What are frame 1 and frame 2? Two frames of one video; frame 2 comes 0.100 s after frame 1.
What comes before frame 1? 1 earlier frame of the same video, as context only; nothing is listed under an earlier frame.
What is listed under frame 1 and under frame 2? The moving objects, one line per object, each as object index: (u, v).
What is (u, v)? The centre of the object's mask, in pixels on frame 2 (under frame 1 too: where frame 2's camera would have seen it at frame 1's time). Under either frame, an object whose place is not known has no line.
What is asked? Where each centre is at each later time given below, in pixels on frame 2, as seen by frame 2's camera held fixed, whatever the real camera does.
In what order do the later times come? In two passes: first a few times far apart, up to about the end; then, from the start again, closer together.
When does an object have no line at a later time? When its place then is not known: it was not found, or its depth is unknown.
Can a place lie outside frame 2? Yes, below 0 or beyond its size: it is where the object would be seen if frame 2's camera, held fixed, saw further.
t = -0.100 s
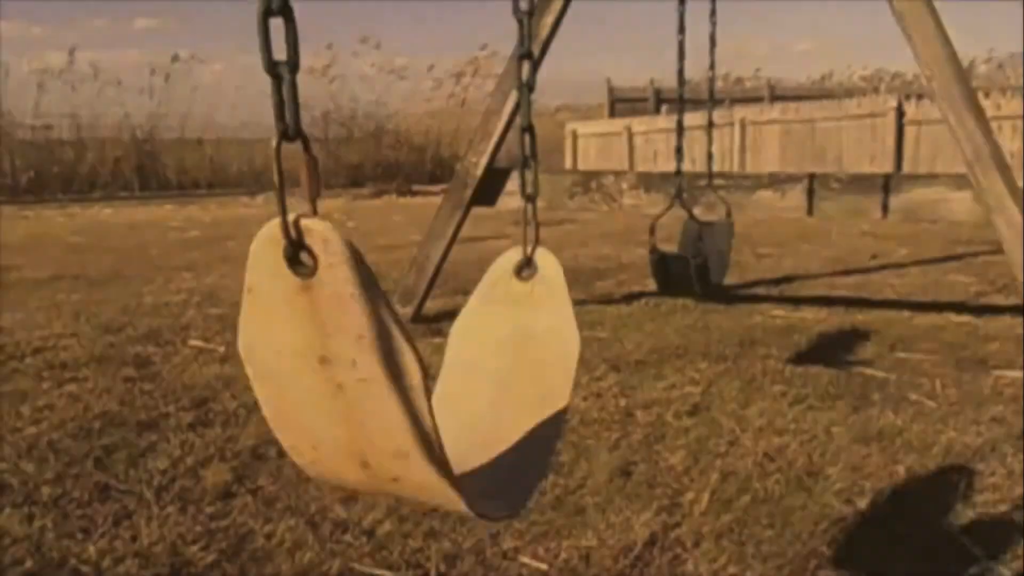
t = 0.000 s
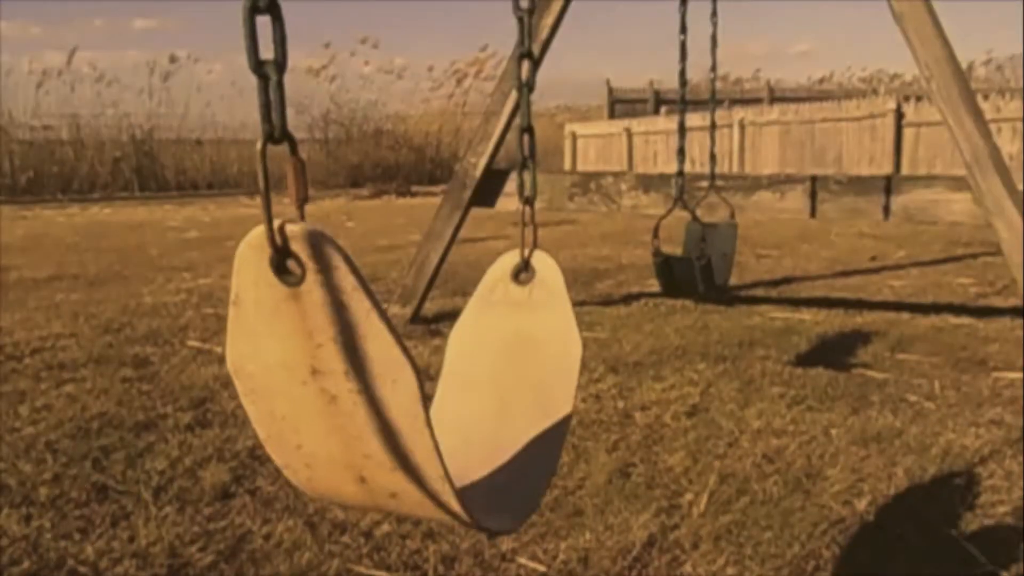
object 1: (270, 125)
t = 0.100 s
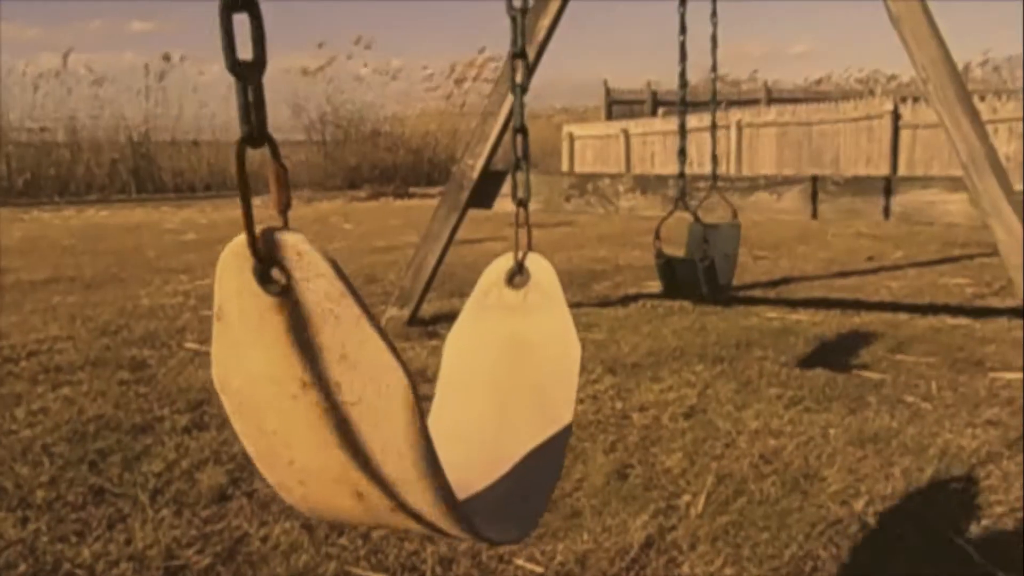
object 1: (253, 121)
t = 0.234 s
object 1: (234, 129)
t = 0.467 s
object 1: (196, 137)
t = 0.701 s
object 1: (145, 147)
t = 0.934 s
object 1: (122, 130)
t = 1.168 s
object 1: (107, 128)
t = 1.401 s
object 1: (131, 130)
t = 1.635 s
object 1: (166, 129)
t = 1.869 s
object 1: (212, 118)
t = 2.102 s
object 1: (263, 124)
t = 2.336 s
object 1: (308, 122)
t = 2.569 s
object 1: (313, 113)
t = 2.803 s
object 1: (284, 115)
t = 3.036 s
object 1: (238, 121)
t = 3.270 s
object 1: (183, 121)
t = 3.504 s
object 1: (133, 124)
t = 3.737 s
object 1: (128, 119)
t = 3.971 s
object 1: (199, 118)
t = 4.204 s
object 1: (336, 121)
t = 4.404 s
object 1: (419, 117)
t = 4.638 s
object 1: (449, 121)
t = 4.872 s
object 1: (390, 116)
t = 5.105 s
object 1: (271, 115)
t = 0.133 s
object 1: (249, 130)
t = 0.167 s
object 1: (243, 130)
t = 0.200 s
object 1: (239, 130)
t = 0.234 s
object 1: (234, 129)
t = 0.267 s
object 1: (230, 129)
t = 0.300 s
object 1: (226, 129)
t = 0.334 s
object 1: (221, 130)
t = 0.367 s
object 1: (215, 131)
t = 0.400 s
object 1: (210, 141)
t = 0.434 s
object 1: (201, 125)
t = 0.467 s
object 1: (196, 137)
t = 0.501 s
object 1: (189, 145)
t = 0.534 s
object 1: (181, 146)
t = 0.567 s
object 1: (173, 147)
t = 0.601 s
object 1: (165, 148)
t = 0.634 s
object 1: (156, 138)
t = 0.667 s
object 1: (150, 139)
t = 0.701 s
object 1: (145, 147)
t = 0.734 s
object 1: (140, 149)
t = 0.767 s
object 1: (136, 138)
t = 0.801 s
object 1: (133, 137)
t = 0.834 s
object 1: (130, 139)
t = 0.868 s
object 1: (127, 140)
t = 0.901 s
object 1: (126, 143)
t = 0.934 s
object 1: (122, 130)
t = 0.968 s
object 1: (121, 134)
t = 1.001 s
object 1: (117, 133)
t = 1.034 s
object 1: (113, 131)
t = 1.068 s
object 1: (110, 131)
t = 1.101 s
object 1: (109, 131)
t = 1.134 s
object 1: (107, 130)
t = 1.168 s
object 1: (107, 128)
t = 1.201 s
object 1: (108, 129)
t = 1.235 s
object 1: (111, 129)
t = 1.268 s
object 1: (114, 130)
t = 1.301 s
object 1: (117, 131)
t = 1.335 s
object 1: (121, 131)
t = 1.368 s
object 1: (126, 130)
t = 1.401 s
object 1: (131, 130)
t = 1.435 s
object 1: (136, 131)
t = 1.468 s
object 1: (141, 130)
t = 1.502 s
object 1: (145, 122)
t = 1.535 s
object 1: (151, 130)
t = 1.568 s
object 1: (156, 130)
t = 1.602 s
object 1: (161, 130)
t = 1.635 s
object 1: (166, 129)
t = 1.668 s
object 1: (171, 129)
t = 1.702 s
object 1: (177, 127)
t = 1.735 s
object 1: (183, 128)
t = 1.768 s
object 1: (188, 120)
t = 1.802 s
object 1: (198, 128)
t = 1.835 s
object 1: (204, 118)
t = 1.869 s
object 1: (212, 118)
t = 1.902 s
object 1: (222, 127)
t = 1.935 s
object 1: (230, 128)
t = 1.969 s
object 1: (237, 127)
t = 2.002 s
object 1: (244, 128)
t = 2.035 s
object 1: (251, 125)
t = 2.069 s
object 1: (257, 124)
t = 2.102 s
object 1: (263, 124)
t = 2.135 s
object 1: (270, 124)
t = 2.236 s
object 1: (290, 124)
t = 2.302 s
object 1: (303, 122)
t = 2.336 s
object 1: (308, 122)
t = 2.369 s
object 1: (311, 122)
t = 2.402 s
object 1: (315, 122)
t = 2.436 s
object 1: (316, 123)
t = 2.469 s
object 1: (318, 124)
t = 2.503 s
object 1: (319, 126)
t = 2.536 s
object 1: (319, 134)
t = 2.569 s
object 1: (313, 113)
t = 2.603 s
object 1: (312, 119)
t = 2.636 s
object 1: (308, 120)
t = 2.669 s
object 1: (304, 121)
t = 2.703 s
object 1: (299, 121)
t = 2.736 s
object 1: (293, 114)
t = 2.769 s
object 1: (289, 121)
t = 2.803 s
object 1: (284, 115)
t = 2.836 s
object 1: (279, 121)
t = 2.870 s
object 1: (272, 114)
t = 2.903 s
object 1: (267, 120)
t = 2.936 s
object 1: (261, 120)
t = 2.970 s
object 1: (254, 120)
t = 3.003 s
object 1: (245, 113)
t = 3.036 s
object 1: (238, 121)
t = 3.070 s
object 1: (230, 120)
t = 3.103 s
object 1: (222, 121)
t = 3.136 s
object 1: (213, 115)
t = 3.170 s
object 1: (206, 119)
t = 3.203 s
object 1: (199, 119)
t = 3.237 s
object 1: (191, 121)
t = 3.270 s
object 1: (183, 121)
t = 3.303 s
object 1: (176, 122)
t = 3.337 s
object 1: (168, 117)
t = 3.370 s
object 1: (161, 123)
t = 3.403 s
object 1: (153, 125)
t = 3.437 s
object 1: (145, 125)
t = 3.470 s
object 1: (138, 124)
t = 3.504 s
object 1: (133, 124)
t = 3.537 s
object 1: (128, 124)
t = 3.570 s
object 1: (124, 124)
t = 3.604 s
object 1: (122, 125)
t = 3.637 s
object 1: (120, 125)
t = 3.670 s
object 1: (121, 124)
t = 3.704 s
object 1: (123, 125)
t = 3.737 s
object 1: (128, 119)
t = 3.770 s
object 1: (135, 124)
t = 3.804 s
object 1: (143, 124)
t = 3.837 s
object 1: (151, 122)
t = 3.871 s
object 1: (161, 123)
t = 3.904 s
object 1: (171, 119)
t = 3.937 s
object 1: (185, 121)
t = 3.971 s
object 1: (199, 118)
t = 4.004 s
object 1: (215, 116)
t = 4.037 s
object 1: (233, 120)
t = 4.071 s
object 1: (251, 115)
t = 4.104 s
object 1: (271, 114)
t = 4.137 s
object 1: (293, 116)
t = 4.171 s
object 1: (316, 119)
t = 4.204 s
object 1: (336, 121)
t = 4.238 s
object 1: (354, 118)
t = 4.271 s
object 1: (370, 119)
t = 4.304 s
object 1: (385, 118)
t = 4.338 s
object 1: (398, 117)
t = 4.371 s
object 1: (409, 117)
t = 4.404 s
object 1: (419, 117)
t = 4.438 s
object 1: (427, 111)
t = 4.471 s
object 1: (435, 120)
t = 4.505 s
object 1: (441, 119)
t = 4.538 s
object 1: (446, 122)
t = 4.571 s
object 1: (449, 121)
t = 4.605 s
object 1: (450, 121)
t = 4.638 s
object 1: (449, 121)
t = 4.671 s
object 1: (445, 118)
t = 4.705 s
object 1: (441, 122)
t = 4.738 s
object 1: (434, 123)
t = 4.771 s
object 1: (425, 118)
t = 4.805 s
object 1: (414, 117)
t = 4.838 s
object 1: (403, 118)
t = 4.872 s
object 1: (390, 116)
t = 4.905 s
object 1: (376, 115)
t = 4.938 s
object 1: (362, 126)
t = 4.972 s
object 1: (348, 132)
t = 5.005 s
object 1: (329, 122)
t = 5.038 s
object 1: (310, 121)
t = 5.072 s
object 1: (292, 121)
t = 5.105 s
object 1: (271, 115)
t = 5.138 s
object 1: (250, 123)
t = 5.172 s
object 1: (228, 125)
